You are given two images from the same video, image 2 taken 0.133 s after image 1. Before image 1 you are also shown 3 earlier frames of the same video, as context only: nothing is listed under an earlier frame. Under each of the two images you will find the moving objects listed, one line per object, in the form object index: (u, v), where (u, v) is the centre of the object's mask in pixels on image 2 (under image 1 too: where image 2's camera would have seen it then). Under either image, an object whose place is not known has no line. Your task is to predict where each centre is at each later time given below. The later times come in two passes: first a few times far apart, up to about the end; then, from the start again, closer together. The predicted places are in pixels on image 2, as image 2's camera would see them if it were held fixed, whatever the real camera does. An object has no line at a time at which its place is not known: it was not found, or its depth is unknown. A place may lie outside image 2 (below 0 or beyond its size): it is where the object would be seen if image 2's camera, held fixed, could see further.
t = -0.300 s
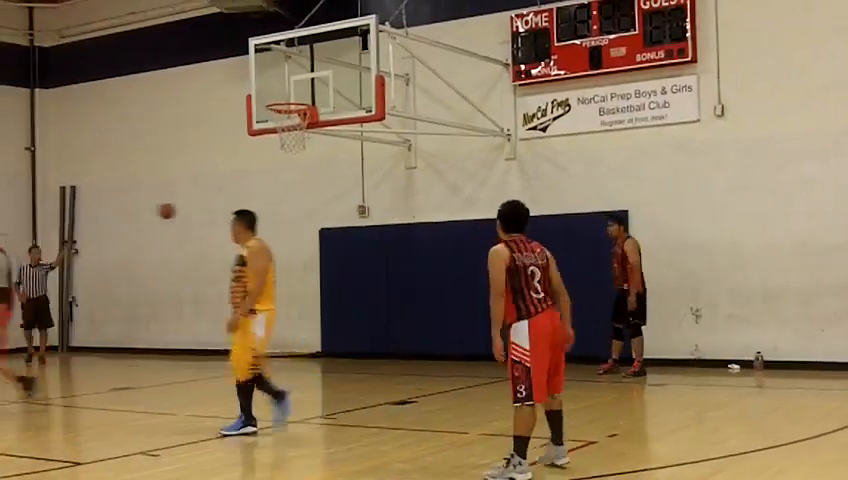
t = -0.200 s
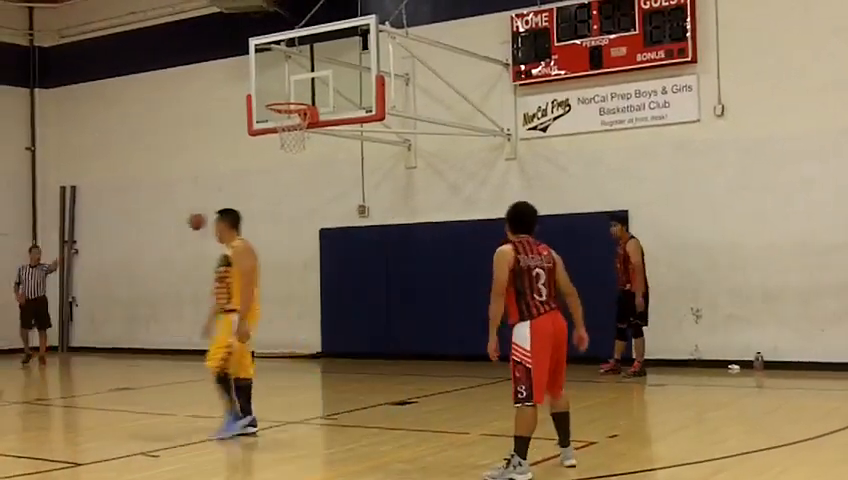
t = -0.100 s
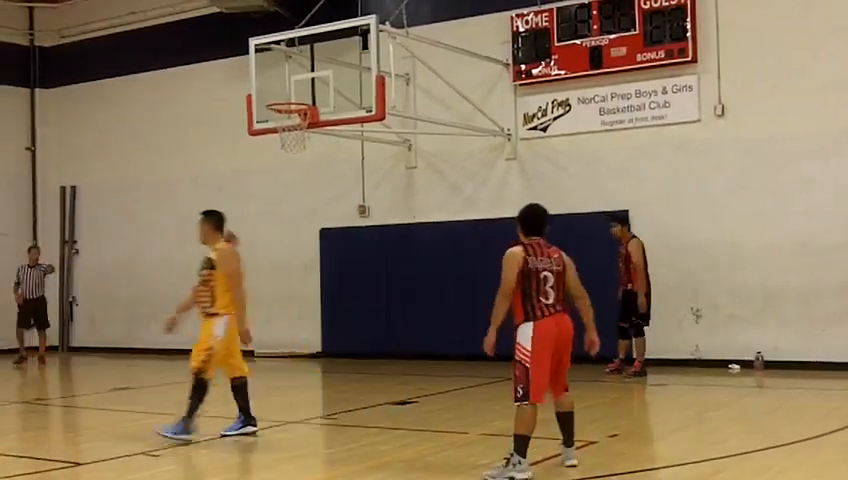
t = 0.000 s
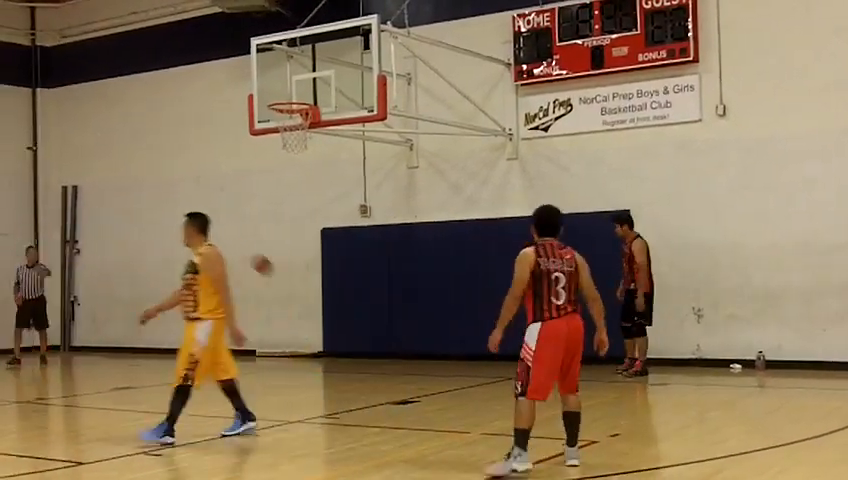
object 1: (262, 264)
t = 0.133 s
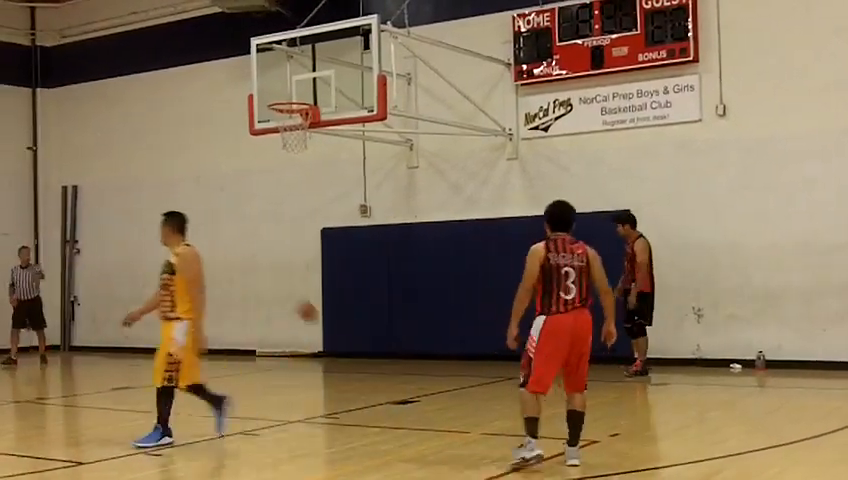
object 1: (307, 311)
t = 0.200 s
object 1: (331, 342)
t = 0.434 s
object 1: (374, 297)
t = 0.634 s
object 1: (405, 262)
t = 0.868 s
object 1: (445, 257)
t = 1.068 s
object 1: (479, 283)
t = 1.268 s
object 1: (515, 349)
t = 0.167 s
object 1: (317, 326)
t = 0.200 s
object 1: (331, 342)
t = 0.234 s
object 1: (342, 358)
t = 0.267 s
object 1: (347, 353)
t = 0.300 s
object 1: (353, 338)
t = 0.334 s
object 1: (358, 327)
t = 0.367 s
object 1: (363, 317)
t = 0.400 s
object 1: (368, 306)
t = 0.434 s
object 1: (374, 297)
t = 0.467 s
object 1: (379, 289)
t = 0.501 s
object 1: (384, 282)
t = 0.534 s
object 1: (389, 275)
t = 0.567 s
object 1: (394, 270)
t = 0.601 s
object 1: (400, 265)
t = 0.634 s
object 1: (405, 262)
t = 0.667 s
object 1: (411, 259)
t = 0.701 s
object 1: (416, 256)
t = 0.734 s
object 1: (421, 254)
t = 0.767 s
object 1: (427, 254)
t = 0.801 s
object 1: (433, 254)
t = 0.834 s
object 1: (438, 254)
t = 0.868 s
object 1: (445, 257)
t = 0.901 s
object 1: (450, 259)
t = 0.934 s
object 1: (456, 263)
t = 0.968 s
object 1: (461, 268)
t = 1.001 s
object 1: (467, 272)
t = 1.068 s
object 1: (479, 283)
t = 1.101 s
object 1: (485, 293)
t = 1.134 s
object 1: (491, 303)
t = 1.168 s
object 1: (496, 313)
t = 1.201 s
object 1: (502, 324)
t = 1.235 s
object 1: (508, 336)
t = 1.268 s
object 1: (515, 349)
